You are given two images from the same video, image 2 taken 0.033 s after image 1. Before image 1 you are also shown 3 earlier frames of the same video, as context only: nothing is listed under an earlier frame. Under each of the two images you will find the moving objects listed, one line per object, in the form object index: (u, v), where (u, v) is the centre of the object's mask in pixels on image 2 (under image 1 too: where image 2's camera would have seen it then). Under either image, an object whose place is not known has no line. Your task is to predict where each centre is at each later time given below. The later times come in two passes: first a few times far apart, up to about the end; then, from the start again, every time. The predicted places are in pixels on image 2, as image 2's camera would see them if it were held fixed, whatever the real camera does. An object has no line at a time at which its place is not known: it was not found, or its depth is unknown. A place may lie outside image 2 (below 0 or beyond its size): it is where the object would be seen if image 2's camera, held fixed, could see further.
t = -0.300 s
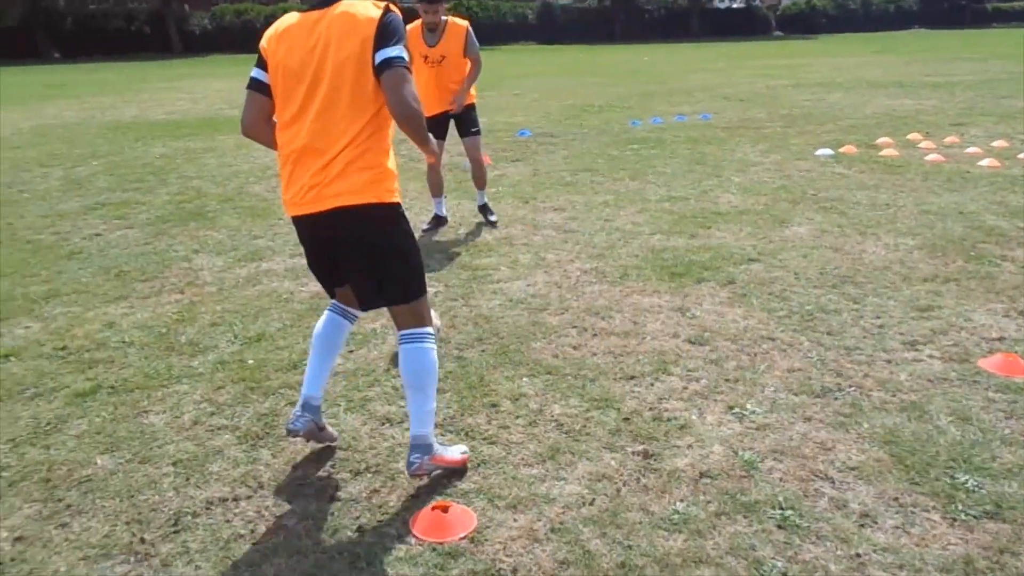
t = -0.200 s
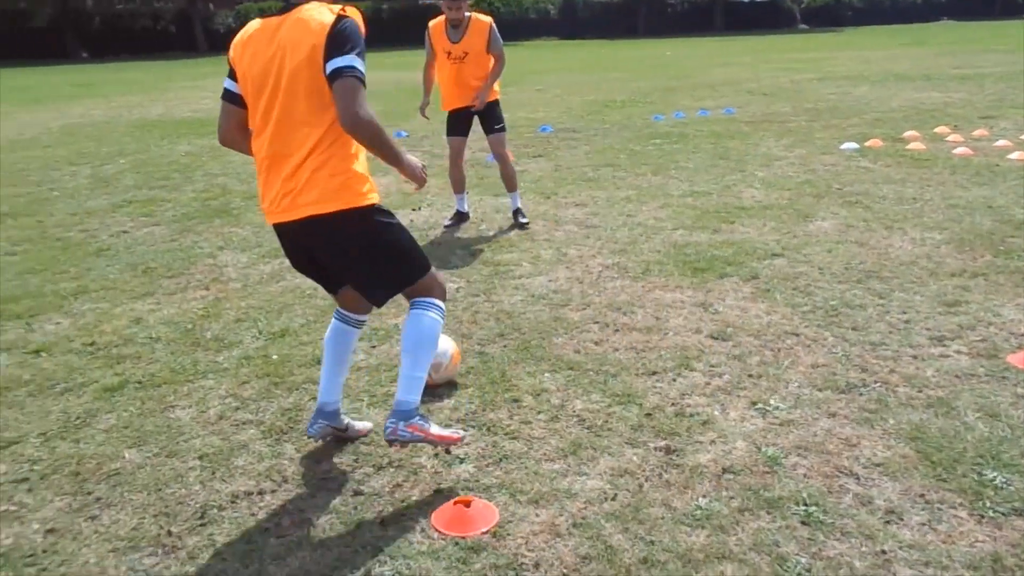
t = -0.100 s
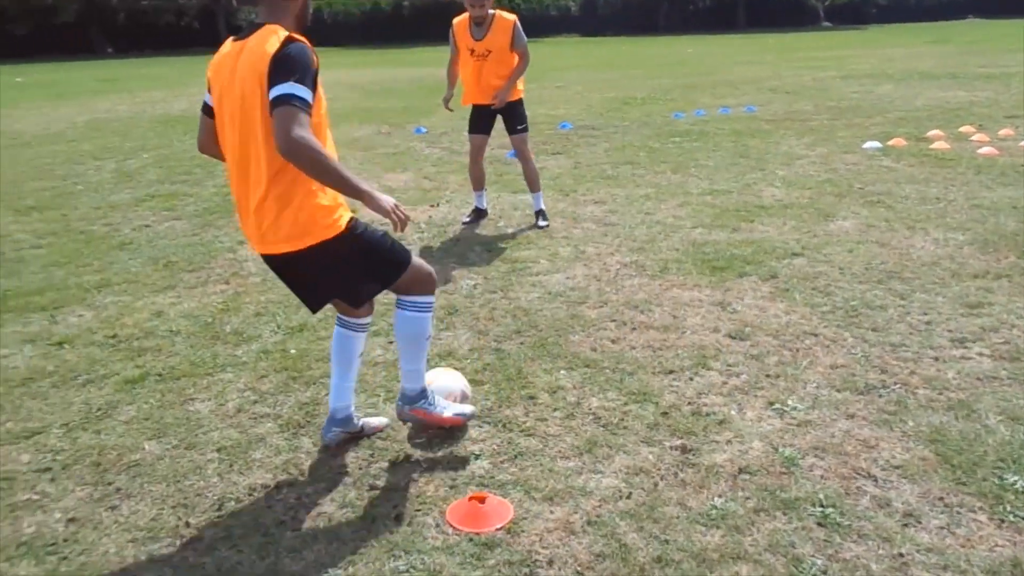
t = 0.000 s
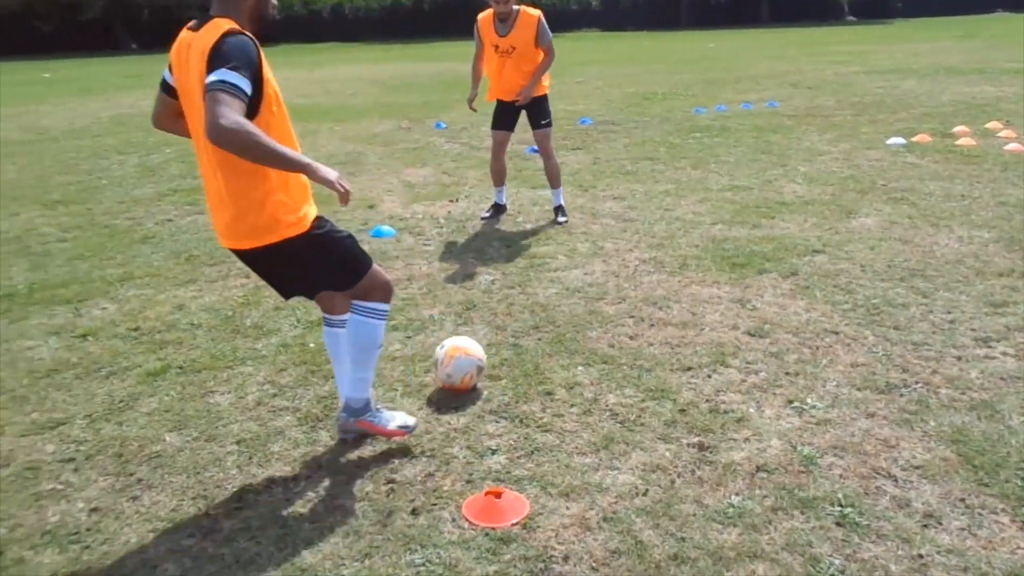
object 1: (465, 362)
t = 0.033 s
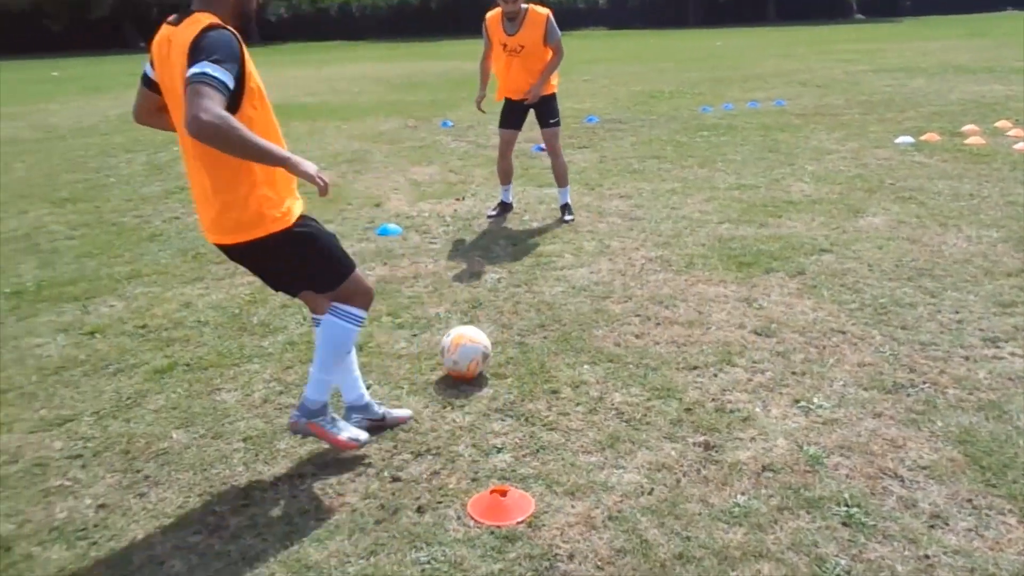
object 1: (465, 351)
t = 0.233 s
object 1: (465, 314)
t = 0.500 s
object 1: (462, 283)
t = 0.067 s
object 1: (465, 343)
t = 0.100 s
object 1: (466, 334)
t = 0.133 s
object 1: (466, 328)
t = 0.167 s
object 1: (466, 323)
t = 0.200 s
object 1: (466, 319)
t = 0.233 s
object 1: (465, 314)
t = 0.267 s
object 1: (464, 309)
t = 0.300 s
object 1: (464, 305)
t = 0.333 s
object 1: (463, 300)
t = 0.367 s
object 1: (463, 295)
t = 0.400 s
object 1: (463, 292)
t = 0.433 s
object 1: (463, 290)
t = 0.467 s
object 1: (463, 286)
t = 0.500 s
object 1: (462, 283)
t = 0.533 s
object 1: (462, 280)
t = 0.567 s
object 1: (462, 275)
